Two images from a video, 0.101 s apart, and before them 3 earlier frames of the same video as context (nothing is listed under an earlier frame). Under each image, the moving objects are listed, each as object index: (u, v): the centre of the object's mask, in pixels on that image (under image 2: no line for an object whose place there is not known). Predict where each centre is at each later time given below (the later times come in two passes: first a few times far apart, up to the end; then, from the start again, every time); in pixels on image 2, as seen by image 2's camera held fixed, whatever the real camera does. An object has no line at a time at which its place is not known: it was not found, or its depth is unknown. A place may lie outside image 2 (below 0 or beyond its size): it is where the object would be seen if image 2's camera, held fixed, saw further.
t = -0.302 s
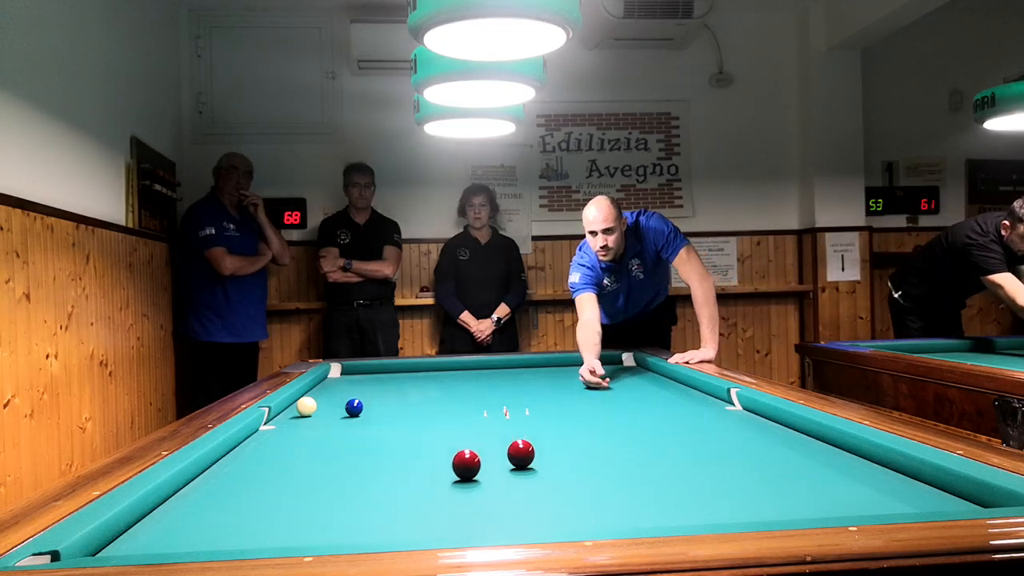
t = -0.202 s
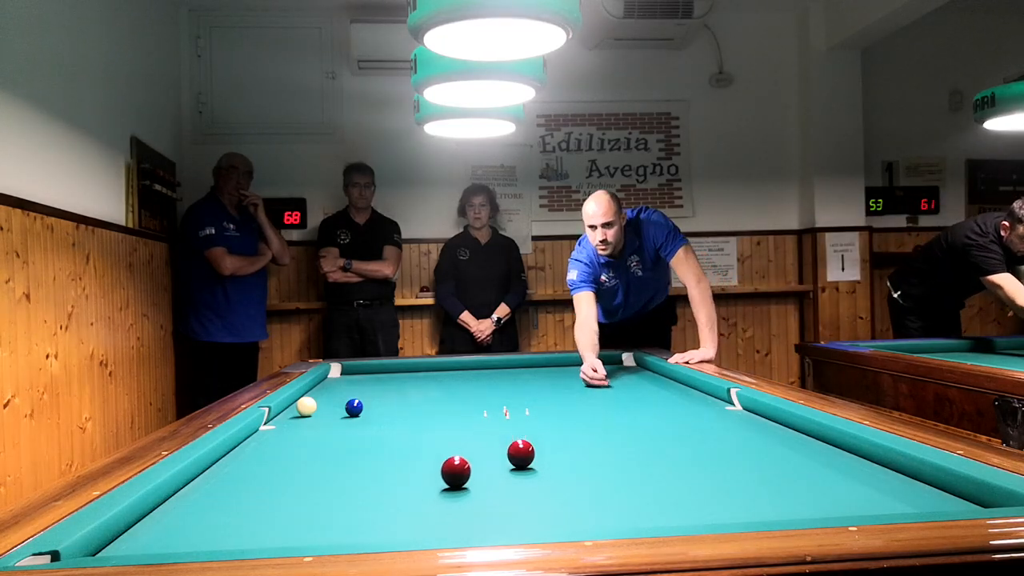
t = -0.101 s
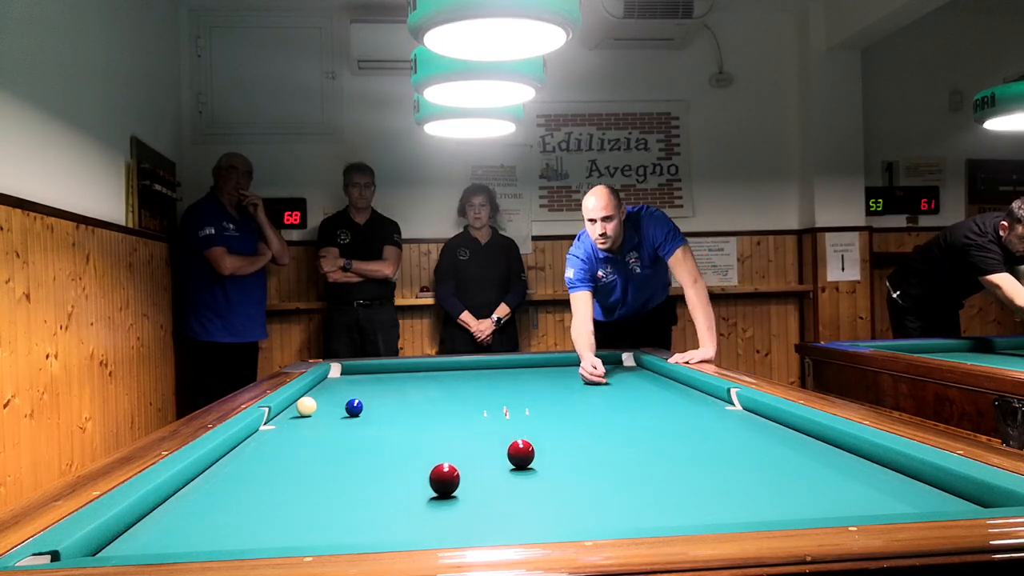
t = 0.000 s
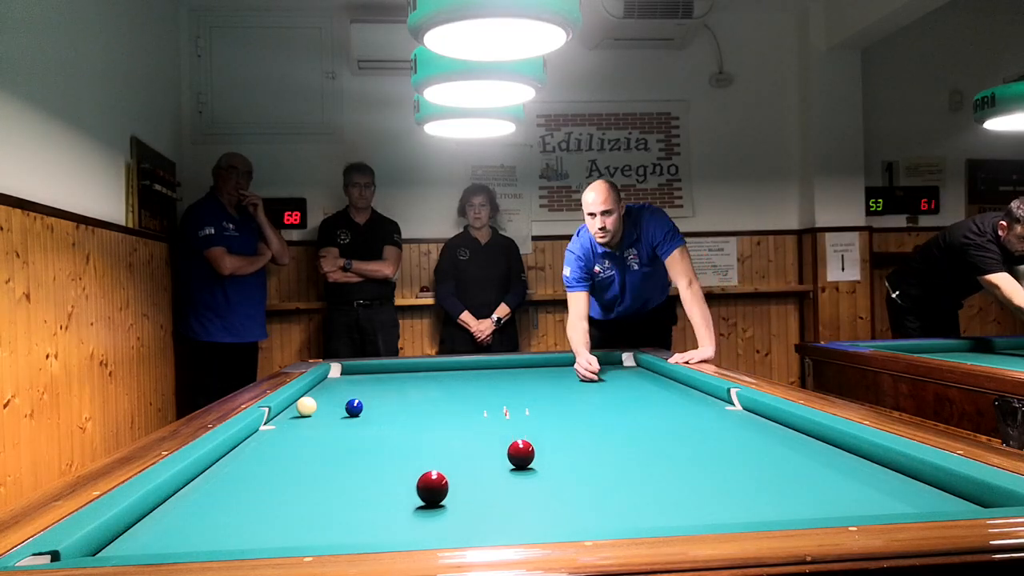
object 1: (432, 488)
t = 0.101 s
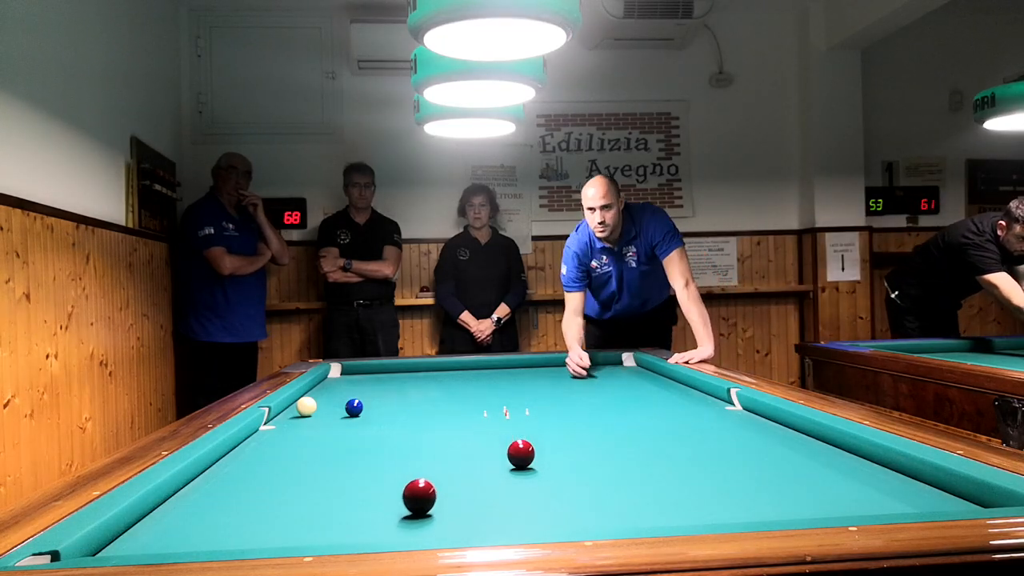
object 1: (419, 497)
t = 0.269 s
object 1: (395, 513)
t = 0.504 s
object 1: (355, 532)
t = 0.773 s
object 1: (319, 537)
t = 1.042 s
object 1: (305, 530)
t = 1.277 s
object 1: (295, 520)
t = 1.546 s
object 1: (285, 507)
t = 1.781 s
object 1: (277, 497)
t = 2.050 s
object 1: (270, 487)
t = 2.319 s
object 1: (263, 479)
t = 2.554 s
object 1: (258, 472)
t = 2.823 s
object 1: (253, 465)
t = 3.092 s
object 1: (249, 459)
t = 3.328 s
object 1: (247, 454)
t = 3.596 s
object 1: (244, 449)
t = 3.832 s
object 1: (242, 445)
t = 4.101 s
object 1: (250, 441)
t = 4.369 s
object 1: (259, 437)
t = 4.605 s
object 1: (265, 434)
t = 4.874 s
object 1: (273, 431)
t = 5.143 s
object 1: (279, 428)
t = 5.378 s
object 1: (285, 426)
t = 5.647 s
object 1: (290, 424)
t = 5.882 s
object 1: (294, 422)
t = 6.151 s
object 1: (298, 420)
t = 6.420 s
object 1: (302, 419)
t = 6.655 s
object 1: (305, 418)
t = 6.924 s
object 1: (308, 416)
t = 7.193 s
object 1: (310, 415)
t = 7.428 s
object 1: (312, 414)
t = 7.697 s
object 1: (313, 414)
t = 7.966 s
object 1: (313, 413)
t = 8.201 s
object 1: (313, 413)
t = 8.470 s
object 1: (314, 413)
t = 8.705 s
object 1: (314, 413)
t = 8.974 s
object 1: (314, 413)
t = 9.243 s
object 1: (314, 413)
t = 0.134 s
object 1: (415, 500)
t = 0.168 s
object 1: (410, 503)
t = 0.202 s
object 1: (405, 506)
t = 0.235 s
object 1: (400, 510)
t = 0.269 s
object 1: (395, 513)
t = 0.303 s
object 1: (390, 516)
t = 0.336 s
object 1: (385, 520)
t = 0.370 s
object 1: (379, 522)
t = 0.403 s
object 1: (373, 525)
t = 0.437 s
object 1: (368, 527)
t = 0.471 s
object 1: (362, 529)
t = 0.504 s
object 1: (355, 532)
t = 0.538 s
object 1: (349, 534)
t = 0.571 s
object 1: (343, 536)
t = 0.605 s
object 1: (336, 538)
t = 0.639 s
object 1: (329, 540)
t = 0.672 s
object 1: (325, 540)
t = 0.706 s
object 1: (323, 539)
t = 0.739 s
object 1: (321, 538)
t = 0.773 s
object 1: (319, 537)
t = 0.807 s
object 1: (317, 536)
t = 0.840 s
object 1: (315, 536)
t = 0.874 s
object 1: (313, 535)
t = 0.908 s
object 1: (312, 534)
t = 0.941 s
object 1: (310, 533)
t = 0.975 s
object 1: (308, 532)
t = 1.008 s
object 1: (306, 531)
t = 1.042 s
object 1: (305, 530)
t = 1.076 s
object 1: (304, 529)
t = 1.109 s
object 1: (302, 528)
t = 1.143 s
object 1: (300, 526)
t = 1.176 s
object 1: (299, 525)
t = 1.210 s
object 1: (298, 523)
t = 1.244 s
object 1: (296, 522)
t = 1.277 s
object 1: (295, 520)
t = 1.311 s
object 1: (294, 518)
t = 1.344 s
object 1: (292, 517)
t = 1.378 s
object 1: (291, 515)
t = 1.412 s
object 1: (290, 513)
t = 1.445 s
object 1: (289, 511)
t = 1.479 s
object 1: (287, 510)
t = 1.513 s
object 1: (286, 508)
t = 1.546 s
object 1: (285, 507)
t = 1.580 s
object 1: (284, 506)
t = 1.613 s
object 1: (283, 504)
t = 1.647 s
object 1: (282, 503)
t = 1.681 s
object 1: (281, 501)
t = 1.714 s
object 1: (280, 500)
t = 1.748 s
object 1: (279, 498)
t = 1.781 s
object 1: (277, 497)
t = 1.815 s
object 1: (276, 496)
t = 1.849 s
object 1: (275, 494)
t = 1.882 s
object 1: (274, 493)
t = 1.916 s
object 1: (273, 492)
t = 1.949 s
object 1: (272, 491)
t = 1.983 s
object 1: (272, 490)
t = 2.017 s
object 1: (271, 489)
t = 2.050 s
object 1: (270, 487)
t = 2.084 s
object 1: (269, 486)
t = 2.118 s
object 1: (268, 485)
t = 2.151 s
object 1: (267, 484)
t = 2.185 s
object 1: (266, 483)
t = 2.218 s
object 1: (265, 482)
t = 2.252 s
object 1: (265, 481)
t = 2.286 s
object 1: (264, 480)
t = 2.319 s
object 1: (263, 479)
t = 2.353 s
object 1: (262, 478)
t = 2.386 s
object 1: (262, 477)
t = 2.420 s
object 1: (261, 476)
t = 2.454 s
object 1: (260, 475)
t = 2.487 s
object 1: (259, 474)
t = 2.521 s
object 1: (259, 473)
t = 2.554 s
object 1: (258, 472)
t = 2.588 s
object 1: (257, 471)
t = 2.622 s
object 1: (257, 470)
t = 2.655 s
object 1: (256, 469)
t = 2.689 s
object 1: (256, 469)
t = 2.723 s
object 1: (255, 468)
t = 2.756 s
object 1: (254, 467)
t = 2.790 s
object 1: (254, 466)
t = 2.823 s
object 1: (253, 465)
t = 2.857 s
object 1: (253, 464)
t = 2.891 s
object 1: (252, 464)
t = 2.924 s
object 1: (252, 463)
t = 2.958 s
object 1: (251, 462)
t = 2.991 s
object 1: (251, 461)
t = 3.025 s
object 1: (250, 461)
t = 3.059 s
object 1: (250, 460)
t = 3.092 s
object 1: (249, 459)
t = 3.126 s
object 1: (249, 458)
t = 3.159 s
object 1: (248, 457)
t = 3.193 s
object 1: (248, 457)
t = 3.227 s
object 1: (248, 456)
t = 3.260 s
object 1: (247, 455)
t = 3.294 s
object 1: (247, 455)
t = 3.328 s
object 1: (247, 454)
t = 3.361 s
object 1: (246, 453)
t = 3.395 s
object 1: (246, 453)
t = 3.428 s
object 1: (245, 452)
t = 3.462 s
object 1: (245, 452)
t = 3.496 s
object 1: (245, 451)
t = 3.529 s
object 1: (244, 450)
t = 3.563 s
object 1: (244, 450)
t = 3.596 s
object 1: (244, 449)
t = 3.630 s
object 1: (243, 448)
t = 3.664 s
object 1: (243, 448)
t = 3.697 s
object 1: (243, 447)
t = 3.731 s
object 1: (243, 447)
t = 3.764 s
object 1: (242, 446)
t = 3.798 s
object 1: (242, 446)
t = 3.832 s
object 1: (242, 445)
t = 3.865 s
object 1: (242, 445)
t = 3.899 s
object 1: (243, 444)
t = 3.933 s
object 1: (244, 443)
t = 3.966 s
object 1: (245, 443)
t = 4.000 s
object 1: (246, 442)
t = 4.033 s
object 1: (248, 442)
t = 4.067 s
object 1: (249, 441)
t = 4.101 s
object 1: (250, 441)
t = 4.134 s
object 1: (251, 440)
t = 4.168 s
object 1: (252, 440)
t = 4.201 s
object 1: (253, 439)
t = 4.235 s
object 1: (254, 439)
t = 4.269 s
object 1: (255, 438)
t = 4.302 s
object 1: (256, 438)
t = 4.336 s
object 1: (257, 437)
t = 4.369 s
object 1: (259, 437)
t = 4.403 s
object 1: (260, 436)
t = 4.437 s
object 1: (261, 436)
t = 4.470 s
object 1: (262, 436)
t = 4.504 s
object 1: (263, 435)
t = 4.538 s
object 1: (264, 435)
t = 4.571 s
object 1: (264, 434)
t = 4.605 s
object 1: (265, 434)
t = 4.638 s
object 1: (266, 434)
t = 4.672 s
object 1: (267, 433)
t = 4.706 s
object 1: (268, 433)
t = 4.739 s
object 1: (269, 432)
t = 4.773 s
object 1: (270, 432)
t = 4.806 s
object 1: (271, 432)
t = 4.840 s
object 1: (272, 431)
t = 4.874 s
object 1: (273, 431)
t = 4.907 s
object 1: (273, 430)
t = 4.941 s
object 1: (274, 430)
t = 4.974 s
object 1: (275, 430)
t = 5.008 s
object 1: (276, 429)
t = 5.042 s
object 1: (277, 429)
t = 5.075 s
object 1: (278, 429)
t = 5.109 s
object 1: (278, 428)
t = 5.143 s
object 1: (279, 428)
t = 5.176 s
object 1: (280, 428)
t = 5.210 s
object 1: (281, 427)
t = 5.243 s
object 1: (282, 427)
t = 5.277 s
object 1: (282, 427)
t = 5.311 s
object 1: (283, 427)
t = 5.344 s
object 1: (284, 426)
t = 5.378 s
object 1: (285, 426)
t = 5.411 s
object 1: (286, 426)
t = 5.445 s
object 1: (286, 425)
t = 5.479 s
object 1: (287, 425)
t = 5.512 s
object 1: (287, 425)
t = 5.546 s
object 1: (288, 425)
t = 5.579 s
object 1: (289, 424)
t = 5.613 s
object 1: (290, 424)
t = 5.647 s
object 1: (290, 424)
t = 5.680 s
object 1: (291, 423)
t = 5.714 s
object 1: (291, 423)
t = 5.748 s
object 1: (292, 423)
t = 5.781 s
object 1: (293, 423)
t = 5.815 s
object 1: (293, 422)
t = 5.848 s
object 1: (294, 422)
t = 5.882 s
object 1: (294, 422)
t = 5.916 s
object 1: (295, 422)
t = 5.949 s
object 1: (295, 422)
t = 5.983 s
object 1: (296, 421)
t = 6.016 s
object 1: (297, 421)
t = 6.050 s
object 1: (297, 421)
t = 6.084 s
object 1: (298, 421)
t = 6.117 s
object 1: (298, 421)
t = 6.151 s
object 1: (298, 420)
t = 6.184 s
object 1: (299, 420)
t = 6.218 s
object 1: (299, 420)
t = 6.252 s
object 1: (300, 420)
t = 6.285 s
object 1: (301, 419)
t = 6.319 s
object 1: (301, 419)
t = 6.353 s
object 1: (301, 419)
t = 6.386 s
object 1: (302, 419)
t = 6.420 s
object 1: (302, 419)
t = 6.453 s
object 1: (303, 419)
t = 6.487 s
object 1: (303, 418)
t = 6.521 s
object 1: (303, 418)
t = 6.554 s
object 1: (304, 418)
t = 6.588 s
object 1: (304, 418)
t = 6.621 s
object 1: (304, 418)
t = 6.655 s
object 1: (305, 418)
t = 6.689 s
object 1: (305, 417)
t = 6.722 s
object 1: (306, 417)
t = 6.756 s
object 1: (306, 417)
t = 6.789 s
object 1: (306, 417)
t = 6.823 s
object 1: (307, 417)
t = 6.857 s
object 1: (307, 417)
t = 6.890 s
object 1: (308, 416)
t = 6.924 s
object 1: (308, 416)
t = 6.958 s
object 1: (308, 416)
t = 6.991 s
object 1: (309, 416)
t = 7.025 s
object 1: (309, 416)
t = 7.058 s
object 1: (309, 416)
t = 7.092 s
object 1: (310, 415)
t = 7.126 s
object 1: (310, 415)
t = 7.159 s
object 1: (310, 415)
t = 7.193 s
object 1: (310, 415)
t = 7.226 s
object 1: (311, 415)
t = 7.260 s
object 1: (311, 415)
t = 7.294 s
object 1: (311, 415)
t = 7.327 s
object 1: (311, 415)
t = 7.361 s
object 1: (312, 415)
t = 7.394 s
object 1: (312, 415)
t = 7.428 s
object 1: (312, 414)
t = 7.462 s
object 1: (312, 414)
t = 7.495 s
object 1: (312, 414)
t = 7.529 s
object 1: (312, 414)
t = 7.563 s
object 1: (312, 414)
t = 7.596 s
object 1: (313, 414)
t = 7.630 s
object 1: (313, 414)
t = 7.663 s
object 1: (313, 414)
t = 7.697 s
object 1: (313, 414)
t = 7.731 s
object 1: (313, 414)
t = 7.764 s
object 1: (313, 414)
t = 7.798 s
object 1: (313, 414)
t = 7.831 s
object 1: (313, 414)
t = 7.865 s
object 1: (313, 414)
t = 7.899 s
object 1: (313, 413)
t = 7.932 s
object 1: (313, 414)
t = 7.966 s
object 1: (313, 413)
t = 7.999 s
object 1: (313, 413)
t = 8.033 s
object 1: (313, 413)
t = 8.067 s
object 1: (313, 413)
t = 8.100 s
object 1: (313, 413)
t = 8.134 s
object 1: (313, 413)
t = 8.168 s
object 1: (313, 413)
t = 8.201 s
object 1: (313, 413)
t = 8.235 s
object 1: (313, 413)
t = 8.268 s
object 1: (313, 413)
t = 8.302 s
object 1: (314, 413)
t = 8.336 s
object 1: (313, 413)
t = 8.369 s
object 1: (314, 413)
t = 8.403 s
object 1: (314, 413)
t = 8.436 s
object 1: (314, 413)
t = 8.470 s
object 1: (314, 413)
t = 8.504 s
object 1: (314, 413)
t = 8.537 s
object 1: (314, 413)
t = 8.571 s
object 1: (314, 413)
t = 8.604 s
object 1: (314, 413)
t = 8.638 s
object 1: (314, 413)
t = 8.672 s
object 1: (314, 413)
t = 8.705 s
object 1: (314, 413)
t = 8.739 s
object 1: (314, 413)
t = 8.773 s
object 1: (314, 413)
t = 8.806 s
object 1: (314, 413)
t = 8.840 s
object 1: (314, 413)
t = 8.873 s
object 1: (314, 413)
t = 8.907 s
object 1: (314, 413)
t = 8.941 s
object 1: (314, 413)
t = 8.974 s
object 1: (314, 413)
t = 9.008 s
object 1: (314, 413)
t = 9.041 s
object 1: (314, 413)
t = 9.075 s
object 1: (314, 413)
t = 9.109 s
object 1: (314, 413)
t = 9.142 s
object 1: (314, 413)
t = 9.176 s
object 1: (314, 413)
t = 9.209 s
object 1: (314, 413)
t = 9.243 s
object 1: (314, 413)
